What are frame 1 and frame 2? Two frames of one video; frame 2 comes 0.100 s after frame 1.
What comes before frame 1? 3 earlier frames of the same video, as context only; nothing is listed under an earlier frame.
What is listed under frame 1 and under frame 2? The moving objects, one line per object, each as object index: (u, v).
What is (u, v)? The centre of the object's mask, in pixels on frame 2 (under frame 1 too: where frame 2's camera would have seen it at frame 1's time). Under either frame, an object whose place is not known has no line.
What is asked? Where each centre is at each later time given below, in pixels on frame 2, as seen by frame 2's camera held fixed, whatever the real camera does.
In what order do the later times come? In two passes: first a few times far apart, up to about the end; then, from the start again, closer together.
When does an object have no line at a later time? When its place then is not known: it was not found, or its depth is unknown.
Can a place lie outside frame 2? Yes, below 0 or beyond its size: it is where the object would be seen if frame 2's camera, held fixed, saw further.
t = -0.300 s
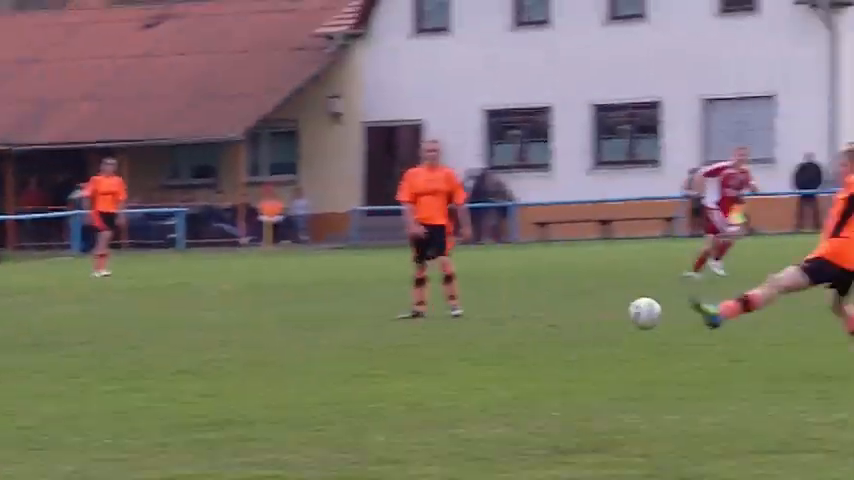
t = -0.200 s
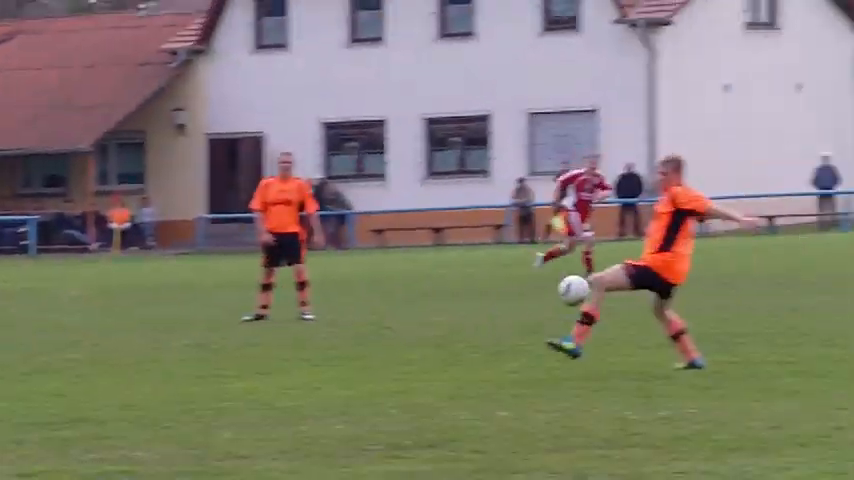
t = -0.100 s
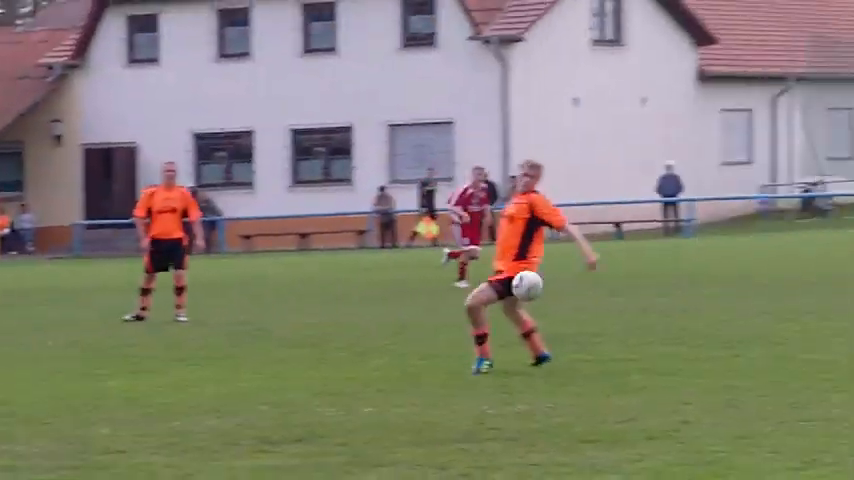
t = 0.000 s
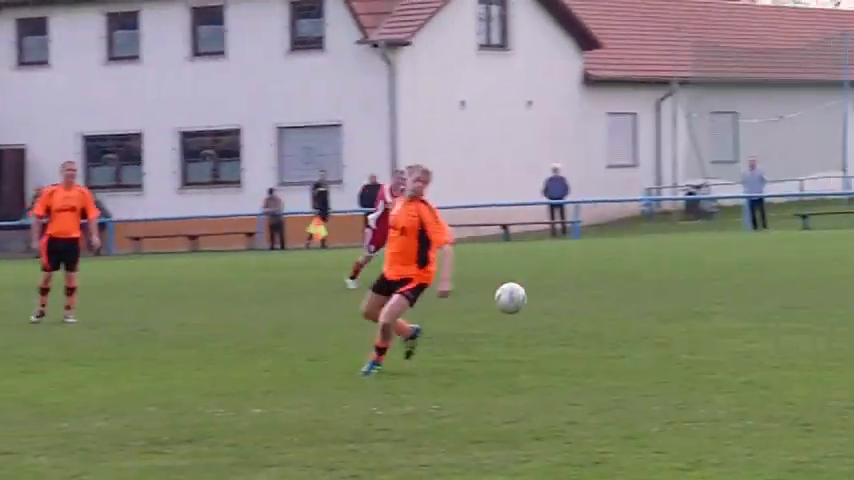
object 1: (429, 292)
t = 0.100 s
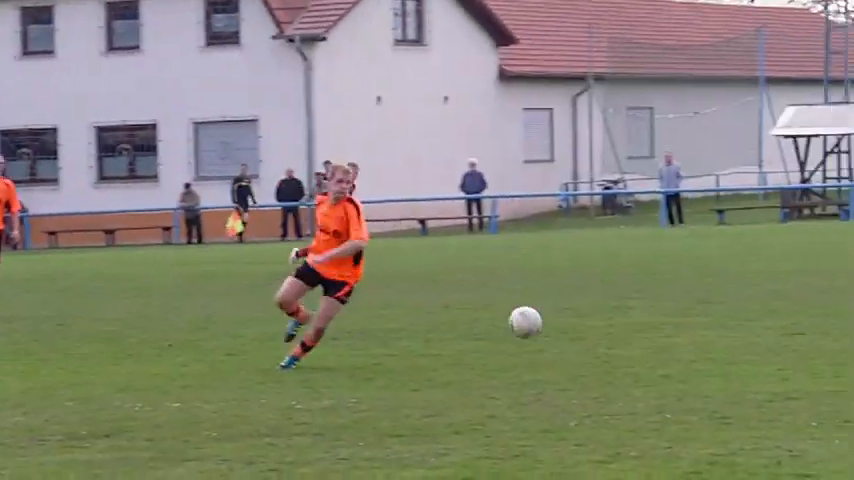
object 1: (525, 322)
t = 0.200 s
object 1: (622, 373)
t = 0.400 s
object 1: (838, 319)
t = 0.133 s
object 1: (557, 337)
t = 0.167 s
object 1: (589, 354)
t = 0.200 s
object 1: (622, 373)
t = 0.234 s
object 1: (656, 370)
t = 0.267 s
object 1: (692, 356)
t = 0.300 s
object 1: (727, 343)
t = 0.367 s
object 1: (801, 325)
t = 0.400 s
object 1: (838, 319)
